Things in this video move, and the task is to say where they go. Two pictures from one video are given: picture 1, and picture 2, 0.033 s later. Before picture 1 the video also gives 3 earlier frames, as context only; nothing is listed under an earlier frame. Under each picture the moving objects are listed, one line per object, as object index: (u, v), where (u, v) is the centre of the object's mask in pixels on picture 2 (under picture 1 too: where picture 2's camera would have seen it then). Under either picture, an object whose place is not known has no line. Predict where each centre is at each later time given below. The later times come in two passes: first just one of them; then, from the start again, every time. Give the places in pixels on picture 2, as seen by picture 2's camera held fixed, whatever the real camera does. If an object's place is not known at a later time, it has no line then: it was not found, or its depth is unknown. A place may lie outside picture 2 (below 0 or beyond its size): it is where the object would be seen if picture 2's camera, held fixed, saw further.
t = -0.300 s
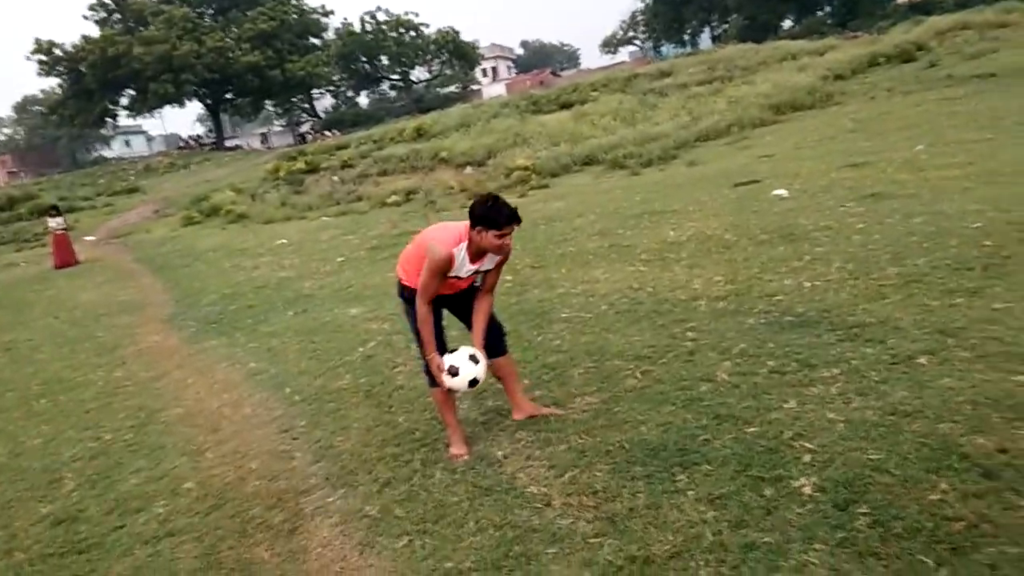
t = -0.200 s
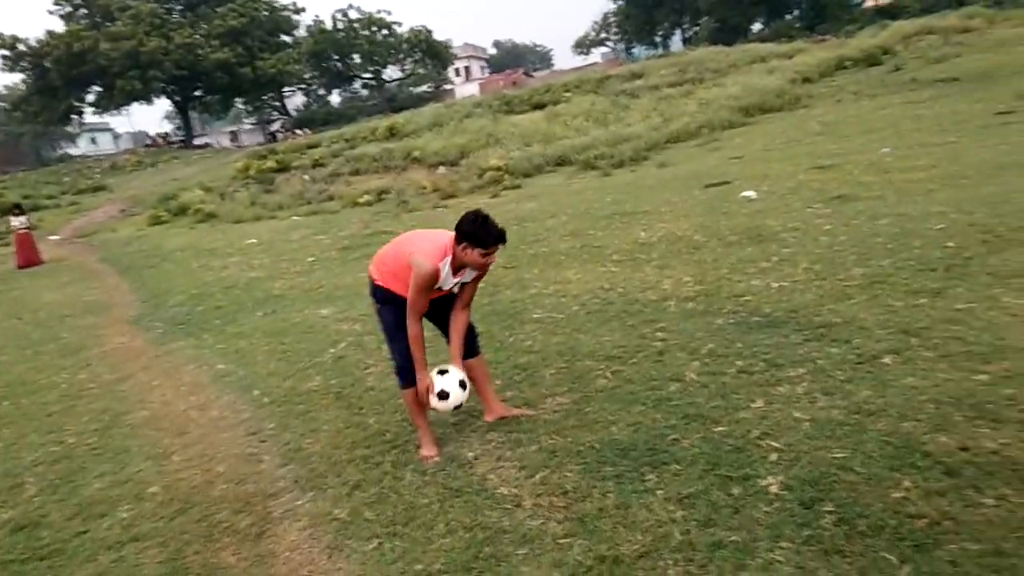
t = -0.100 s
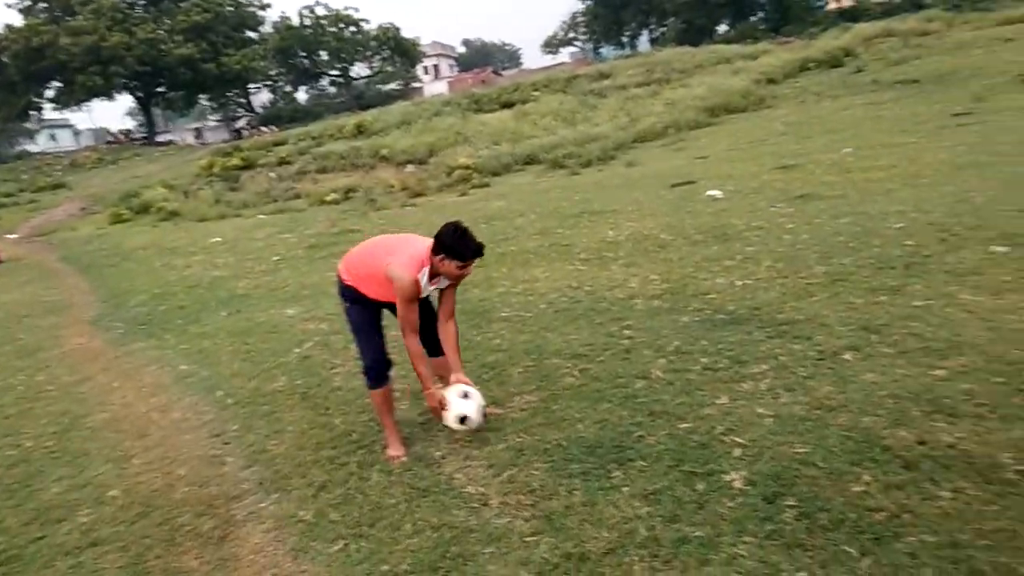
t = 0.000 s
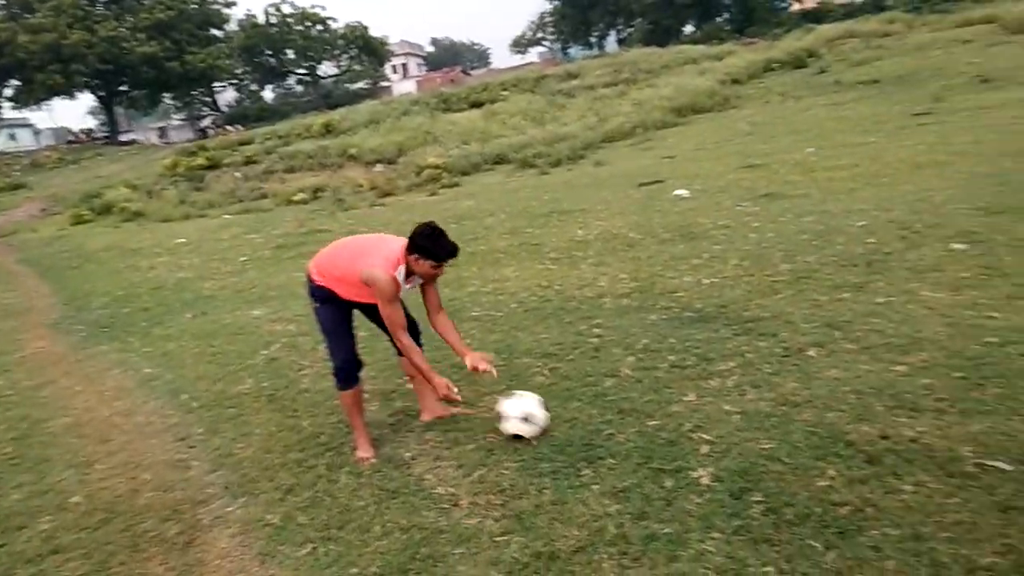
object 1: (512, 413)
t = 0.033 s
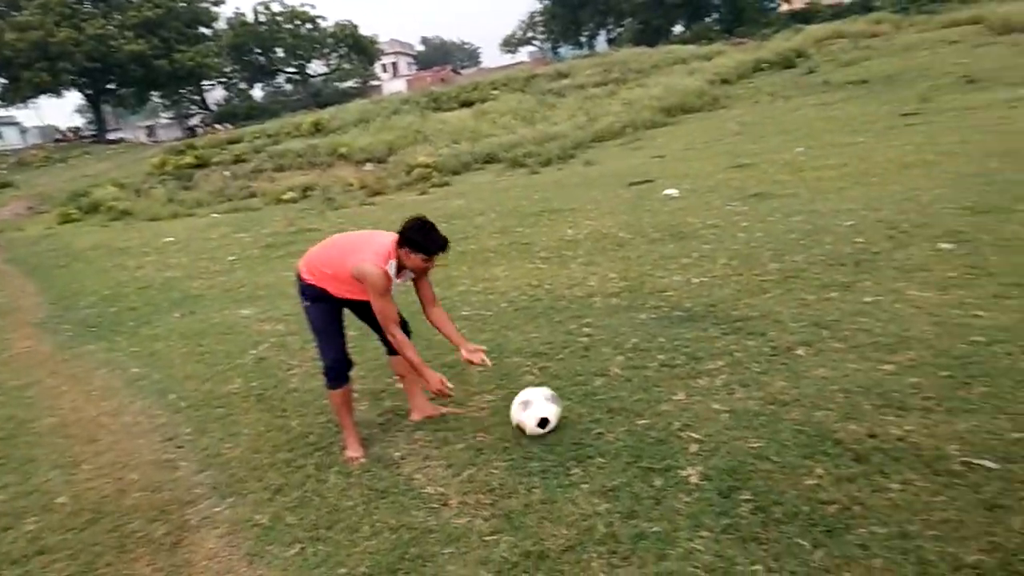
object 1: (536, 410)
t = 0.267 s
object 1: (699, 408)
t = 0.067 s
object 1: (556, 405)
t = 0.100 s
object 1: (578, 399)
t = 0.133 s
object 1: (601, 397)
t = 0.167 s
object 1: (626, 397)
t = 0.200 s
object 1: (650, 400)
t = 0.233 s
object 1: (675, 404)
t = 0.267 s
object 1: (699, 408)
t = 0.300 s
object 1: (717, 403)
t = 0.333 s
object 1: (739, 399)
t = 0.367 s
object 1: (762, 397)
